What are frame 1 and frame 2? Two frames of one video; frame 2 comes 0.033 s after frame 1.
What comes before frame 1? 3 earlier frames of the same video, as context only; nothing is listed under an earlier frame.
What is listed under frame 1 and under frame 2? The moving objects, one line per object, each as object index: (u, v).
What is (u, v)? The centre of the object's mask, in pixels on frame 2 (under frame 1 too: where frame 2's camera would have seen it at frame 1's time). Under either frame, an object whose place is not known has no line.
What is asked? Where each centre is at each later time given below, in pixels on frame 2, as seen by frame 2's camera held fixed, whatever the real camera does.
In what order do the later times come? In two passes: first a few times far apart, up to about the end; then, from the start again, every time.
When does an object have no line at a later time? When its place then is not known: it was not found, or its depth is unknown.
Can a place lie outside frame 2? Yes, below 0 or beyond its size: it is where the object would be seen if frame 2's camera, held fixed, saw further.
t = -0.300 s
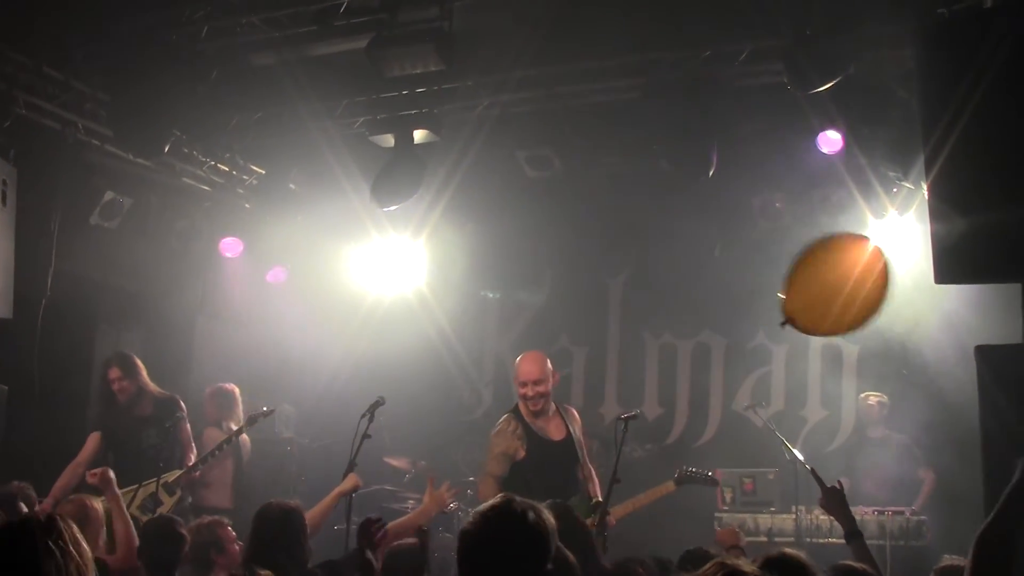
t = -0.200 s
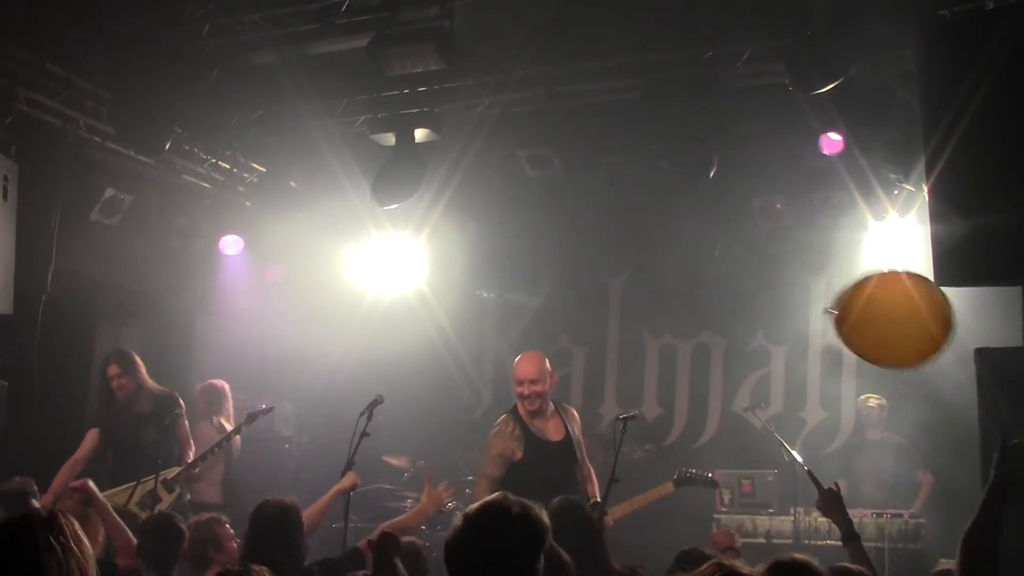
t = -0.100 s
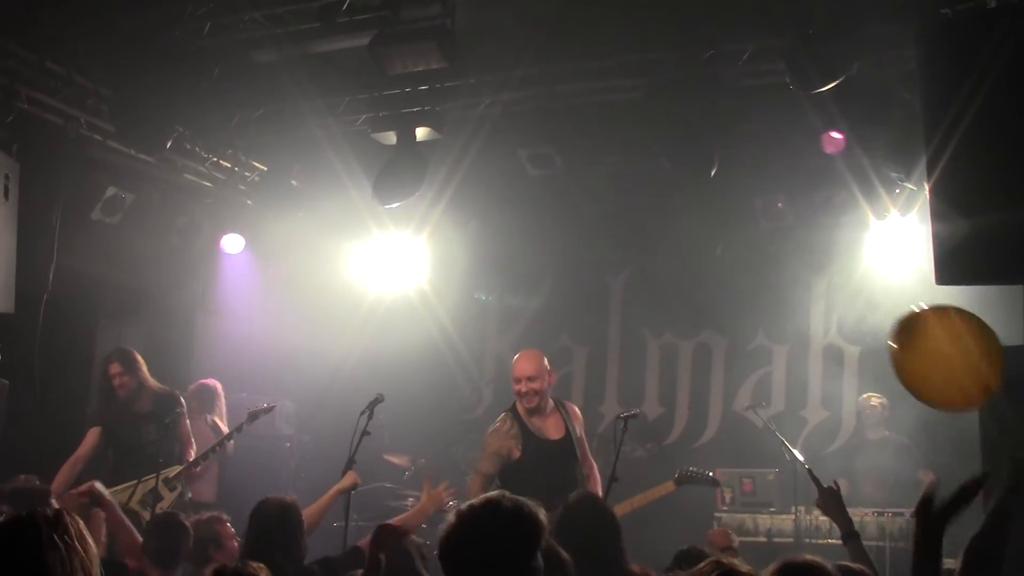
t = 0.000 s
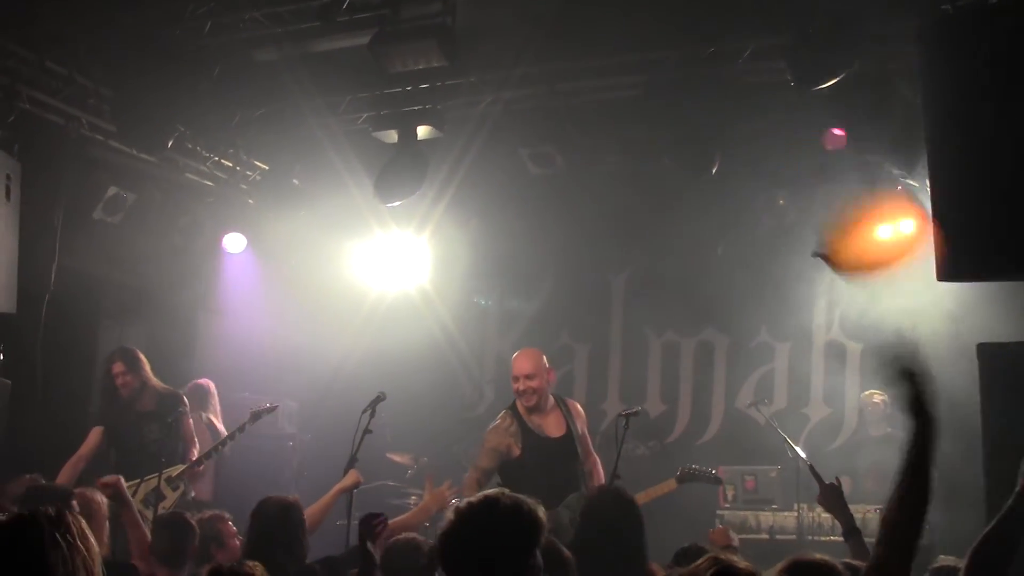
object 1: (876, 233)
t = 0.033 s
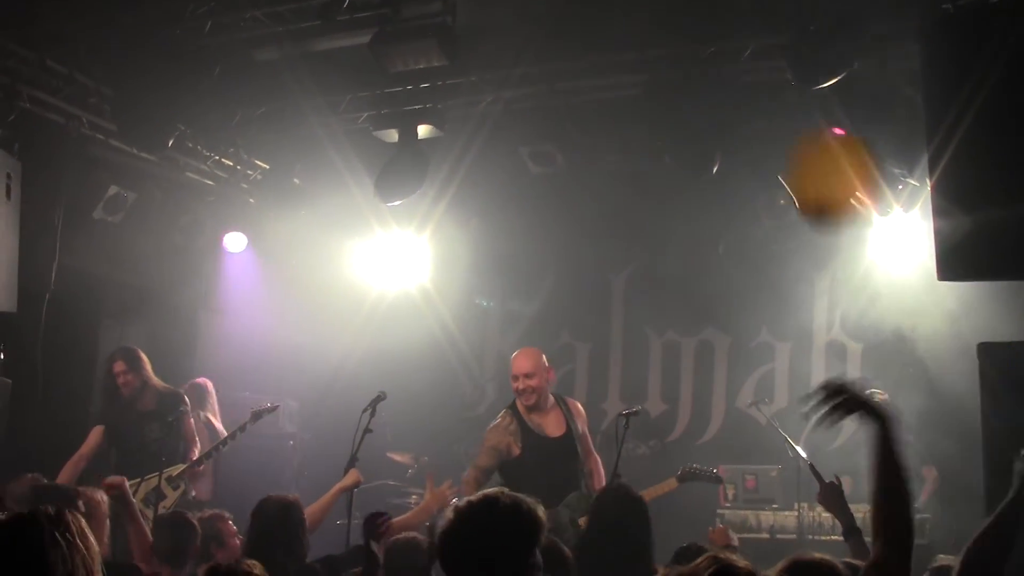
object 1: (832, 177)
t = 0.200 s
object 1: (649, 69)
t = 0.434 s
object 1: (495, 64)
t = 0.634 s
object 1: (434, 125)
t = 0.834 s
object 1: (394, 190)
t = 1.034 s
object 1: (362, 281)
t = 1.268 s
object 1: (346, 399)
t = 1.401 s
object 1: (342, 471)
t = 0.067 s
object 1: (784, 131)
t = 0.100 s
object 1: (744, 108)
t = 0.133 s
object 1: (708, 91)
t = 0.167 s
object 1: (677, 81)
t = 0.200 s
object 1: (649, 69)
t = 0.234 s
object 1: (622, 60)
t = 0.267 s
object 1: (595, 55)
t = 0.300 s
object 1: (571, 53)
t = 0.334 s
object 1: (549, 53)
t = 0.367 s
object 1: (529, 54)
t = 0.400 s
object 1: (511, 58)
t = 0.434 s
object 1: (495, 64)
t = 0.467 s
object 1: (481, 72)
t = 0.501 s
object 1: (469, 81)
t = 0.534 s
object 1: (459, 91)
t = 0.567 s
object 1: (449, 102)
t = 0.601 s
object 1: (441, 113)
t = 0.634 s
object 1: (434, 125)
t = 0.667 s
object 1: (429, 135)
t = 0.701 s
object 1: (422, 145)
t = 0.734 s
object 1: (415, 155)
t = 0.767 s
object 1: (409, 165)
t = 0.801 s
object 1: (402, 177)
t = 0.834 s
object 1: (394, 190)
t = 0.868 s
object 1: (388, 203)
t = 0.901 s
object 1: (382, 217)
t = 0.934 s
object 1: (376, 232)
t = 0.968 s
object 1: (371, 248)
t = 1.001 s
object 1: (367, 264)
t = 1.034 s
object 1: (362, 281)
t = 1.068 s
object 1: (359, 297)
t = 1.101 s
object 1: (356, 313)
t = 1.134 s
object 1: (352, 330)
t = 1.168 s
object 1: (350, 347)
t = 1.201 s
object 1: (348, 364)
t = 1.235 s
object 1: (346, 382)
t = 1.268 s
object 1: (346, 399)
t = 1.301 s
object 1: (344, 417)
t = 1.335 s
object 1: (343, 437)
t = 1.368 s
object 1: (343, 454)
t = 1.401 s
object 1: (342, 471)
